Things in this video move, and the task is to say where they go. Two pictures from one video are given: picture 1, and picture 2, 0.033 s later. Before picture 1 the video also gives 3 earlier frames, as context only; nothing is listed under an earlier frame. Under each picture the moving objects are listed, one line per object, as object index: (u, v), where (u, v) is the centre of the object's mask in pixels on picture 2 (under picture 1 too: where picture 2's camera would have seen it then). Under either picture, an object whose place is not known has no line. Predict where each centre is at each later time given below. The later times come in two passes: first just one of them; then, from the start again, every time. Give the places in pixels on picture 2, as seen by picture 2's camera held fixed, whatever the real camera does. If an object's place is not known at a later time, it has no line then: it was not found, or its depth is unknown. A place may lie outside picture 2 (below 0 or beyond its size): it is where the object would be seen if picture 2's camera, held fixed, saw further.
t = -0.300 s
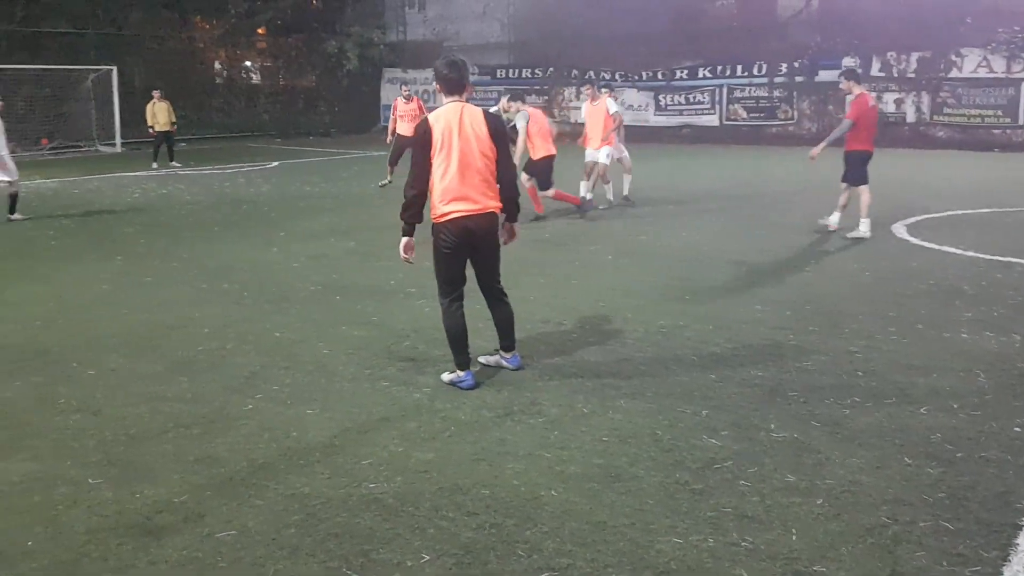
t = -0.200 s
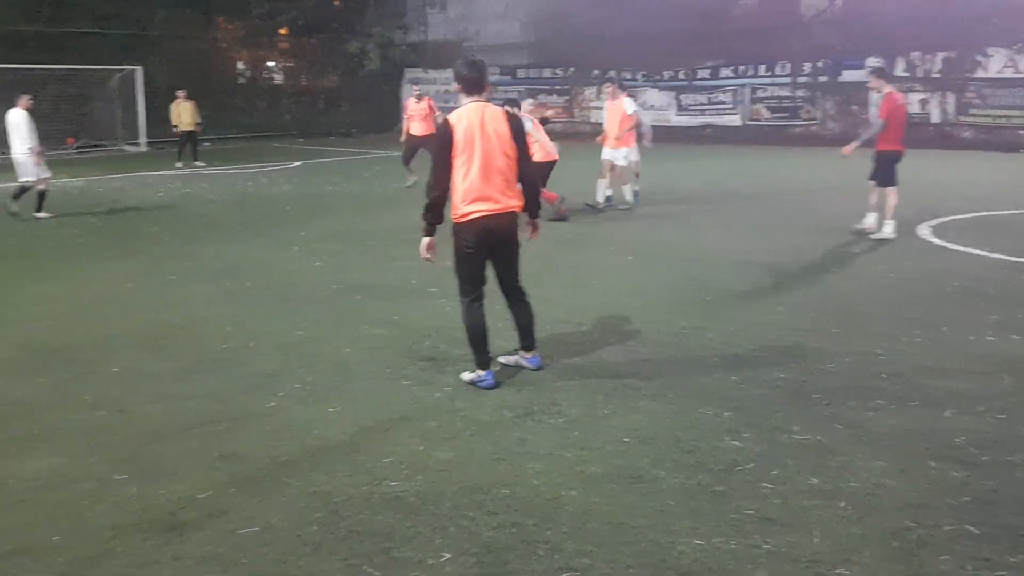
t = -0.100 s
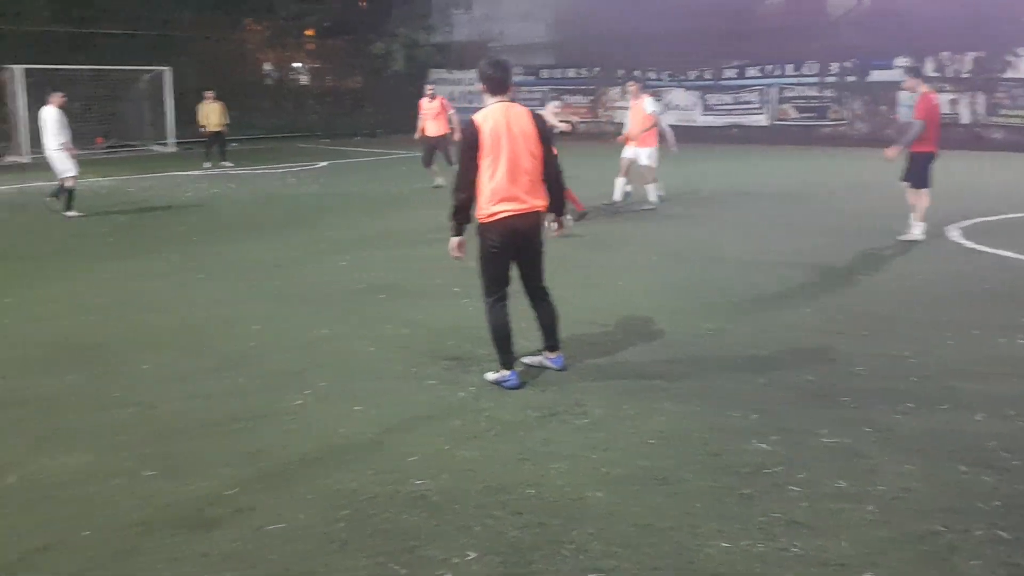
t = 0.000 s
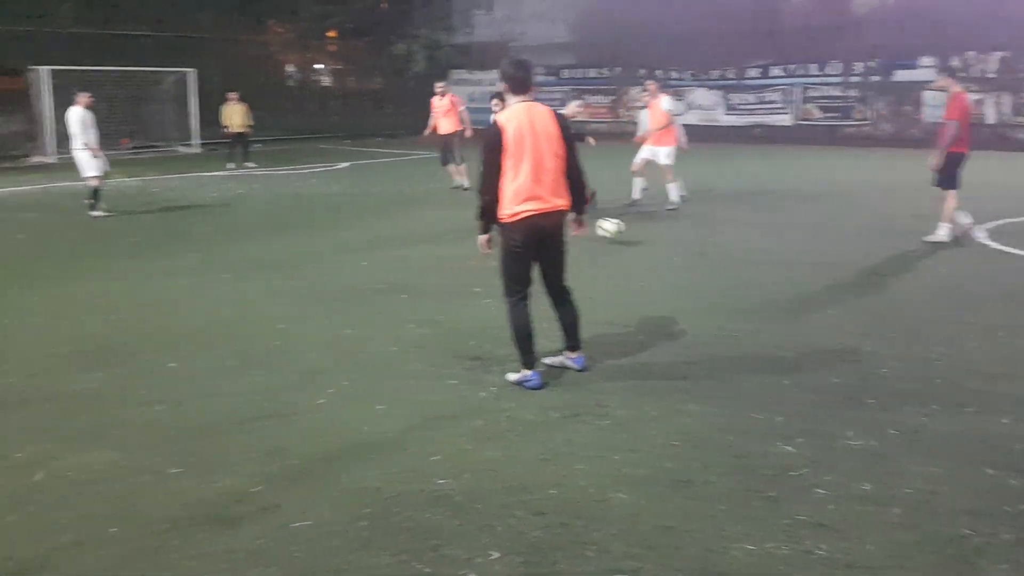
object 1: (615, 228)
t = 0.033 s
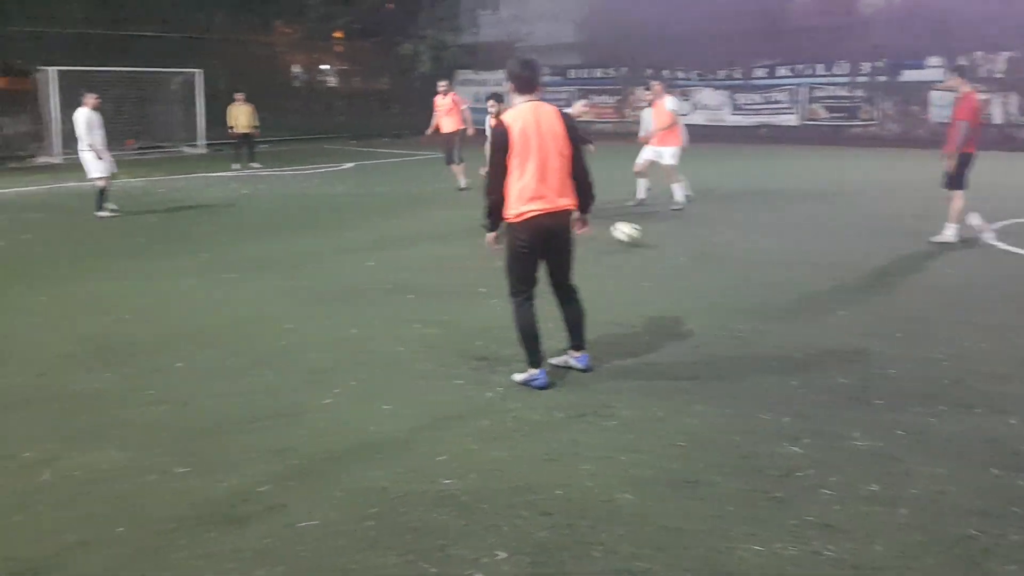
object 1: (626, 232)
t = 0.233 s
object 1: (682, 246)
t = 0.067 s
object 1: (639, 238)
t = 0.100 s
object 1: (648, 241)
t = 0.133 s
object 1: (655, 240)
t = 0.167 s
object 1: (665, 240)
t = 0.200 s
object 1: (673, 242)
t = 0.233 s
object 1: (682, 246)
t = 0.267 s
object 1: (690, 251)
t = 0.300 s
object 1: (699, 255)
